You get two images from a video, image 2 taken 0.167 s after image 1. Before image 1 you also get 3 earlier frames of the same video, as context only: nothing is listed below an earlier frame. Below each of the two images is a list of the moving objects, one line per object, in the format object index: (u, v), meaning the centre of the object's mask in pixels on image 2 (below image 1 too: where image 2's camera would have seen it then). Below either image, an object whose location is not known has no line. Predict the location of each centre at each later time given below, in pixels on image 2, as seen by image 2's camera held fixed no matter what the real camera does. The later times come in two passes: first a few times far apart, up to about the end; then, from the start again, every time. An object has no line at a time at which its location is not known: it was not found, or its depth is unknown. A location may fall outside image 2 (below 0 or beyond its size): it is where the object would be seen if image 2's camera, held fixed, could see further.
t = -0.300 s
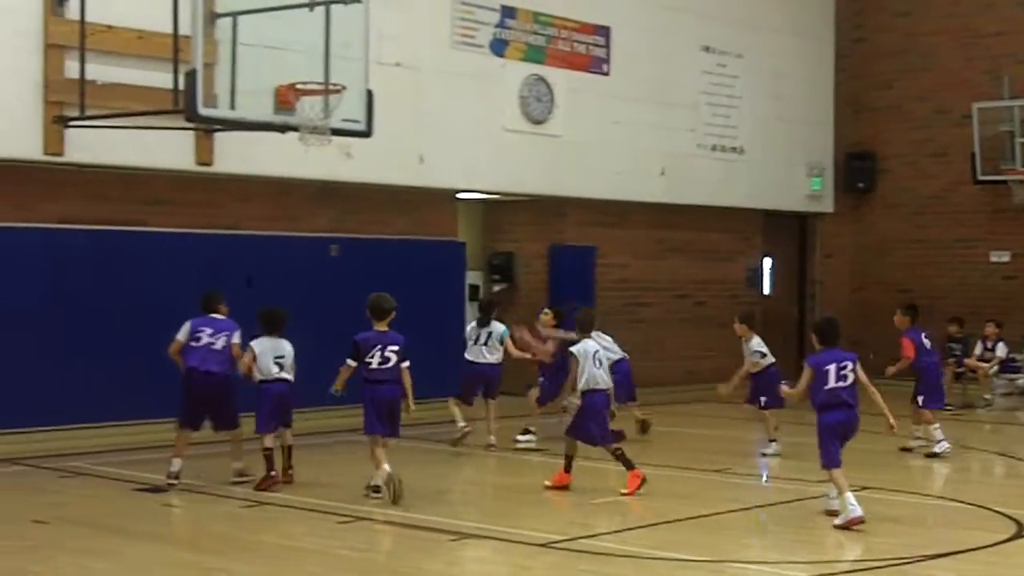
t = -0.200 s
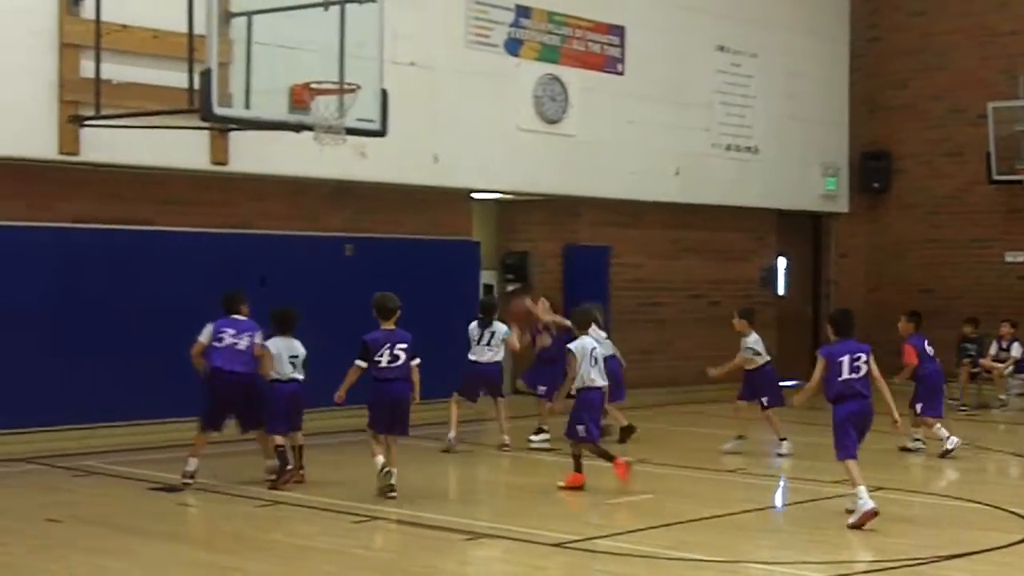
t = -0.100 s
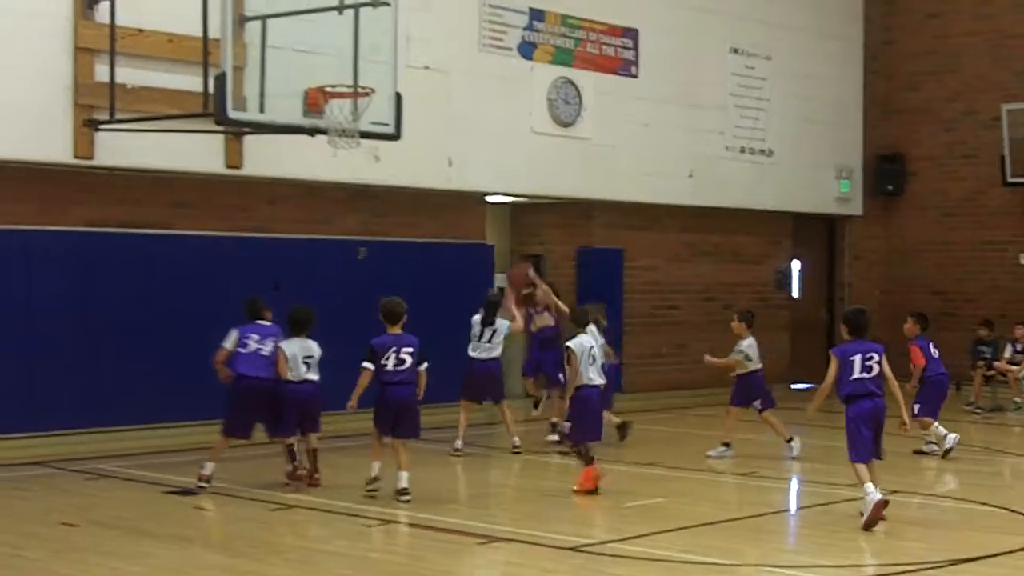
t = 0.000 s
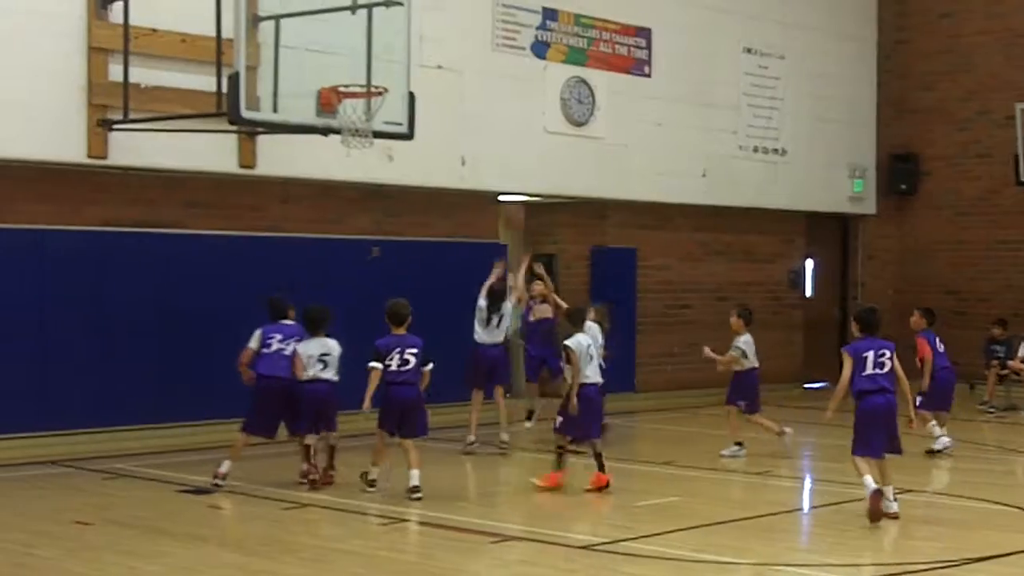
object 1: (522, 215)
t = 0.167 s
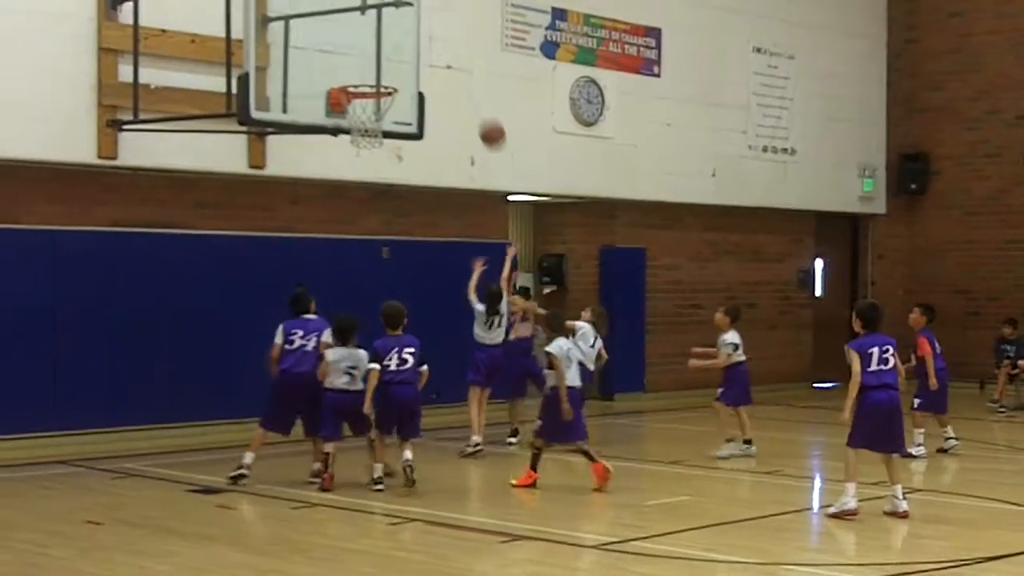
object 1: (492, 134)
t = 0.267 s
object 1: (473, 98)
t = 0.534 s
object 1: (419, 53)
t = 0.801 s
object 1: (367, 69)
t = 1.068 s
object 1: (339, 71)
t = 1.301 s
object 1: (313, 105)
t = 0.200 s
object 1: (486, 120)
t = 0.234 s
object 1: (480, 108)
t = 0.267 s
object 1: (473, 98)
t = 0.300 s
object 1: (467, 88)
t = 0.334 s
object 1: (460, 79)
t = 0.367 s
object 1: (453, 72)
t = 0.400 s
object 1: (447, 66)
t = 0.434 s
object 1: (440, 61)
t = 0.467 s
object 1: (433, 57)
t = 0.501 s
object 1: (426, 54)
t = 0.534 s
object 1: (419, 53)
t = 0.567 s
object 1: (411, 52)
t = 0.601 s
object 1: (404, 54)
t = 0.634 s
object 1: (397, 56)
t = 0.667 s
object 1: (390, 60)
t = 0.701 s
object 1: (383, 66)
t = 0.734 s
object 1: (375, 72)
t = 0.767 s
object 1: (371, 71)
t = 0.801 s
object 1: (367, 69)
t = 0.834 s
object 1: (364, 68)
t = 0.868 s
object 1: (359, 69)
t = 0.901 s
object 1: (356, 71)
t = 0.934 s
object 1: (352, 70)
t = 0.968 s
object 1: (349, 69)
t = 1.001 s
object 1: (345, 70)
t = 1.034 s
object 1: (342, 71)
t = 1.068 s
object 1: (339, 71)
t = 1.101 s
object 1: (335, 72)
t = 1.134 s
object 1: (332, 74)
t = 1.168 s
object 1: (328, 77)
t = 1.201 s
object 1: (325, 83)
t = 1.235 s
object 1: (321, 89)
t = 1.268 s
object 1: (319, 96)
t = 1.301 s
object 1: (313, 105)
